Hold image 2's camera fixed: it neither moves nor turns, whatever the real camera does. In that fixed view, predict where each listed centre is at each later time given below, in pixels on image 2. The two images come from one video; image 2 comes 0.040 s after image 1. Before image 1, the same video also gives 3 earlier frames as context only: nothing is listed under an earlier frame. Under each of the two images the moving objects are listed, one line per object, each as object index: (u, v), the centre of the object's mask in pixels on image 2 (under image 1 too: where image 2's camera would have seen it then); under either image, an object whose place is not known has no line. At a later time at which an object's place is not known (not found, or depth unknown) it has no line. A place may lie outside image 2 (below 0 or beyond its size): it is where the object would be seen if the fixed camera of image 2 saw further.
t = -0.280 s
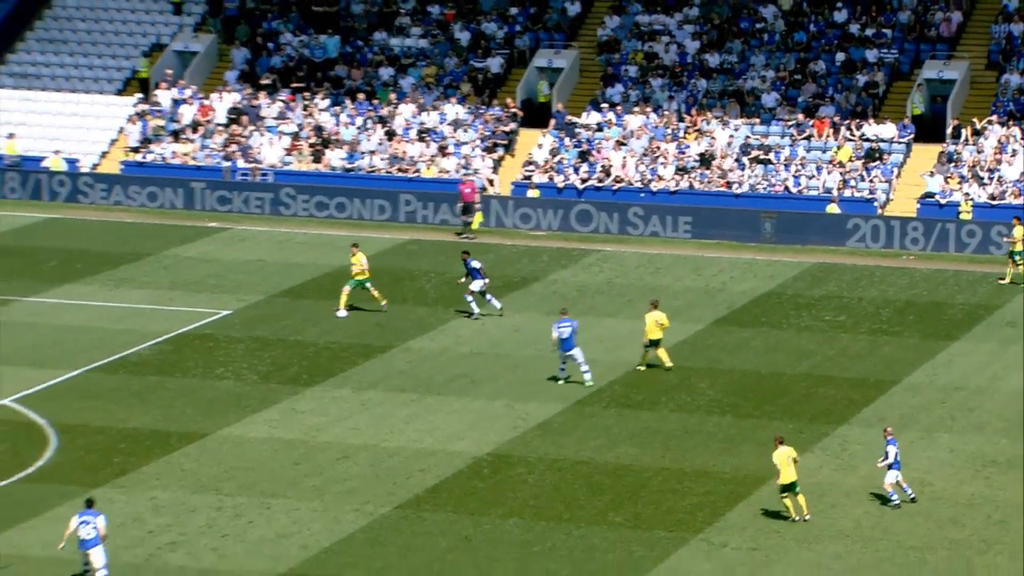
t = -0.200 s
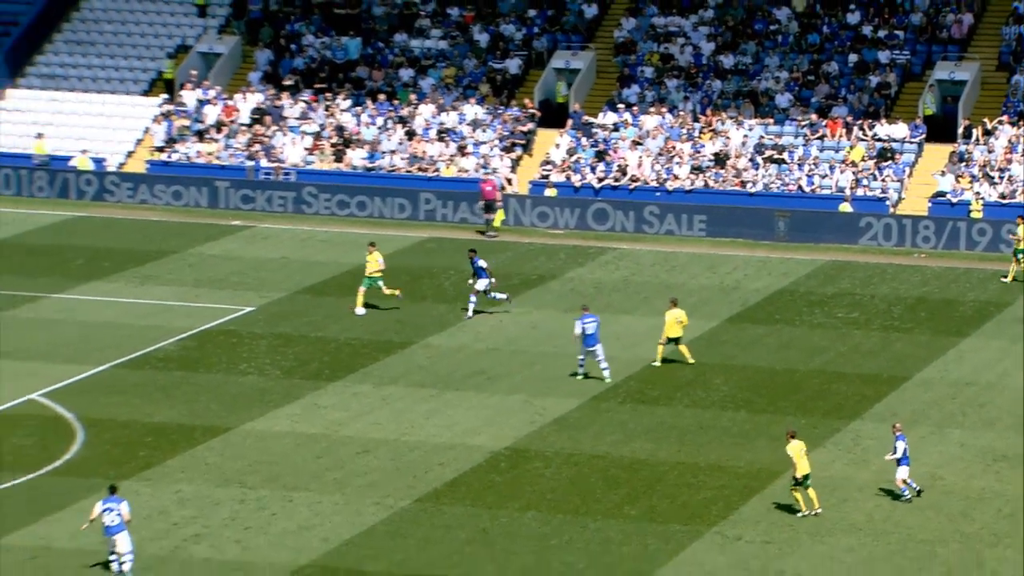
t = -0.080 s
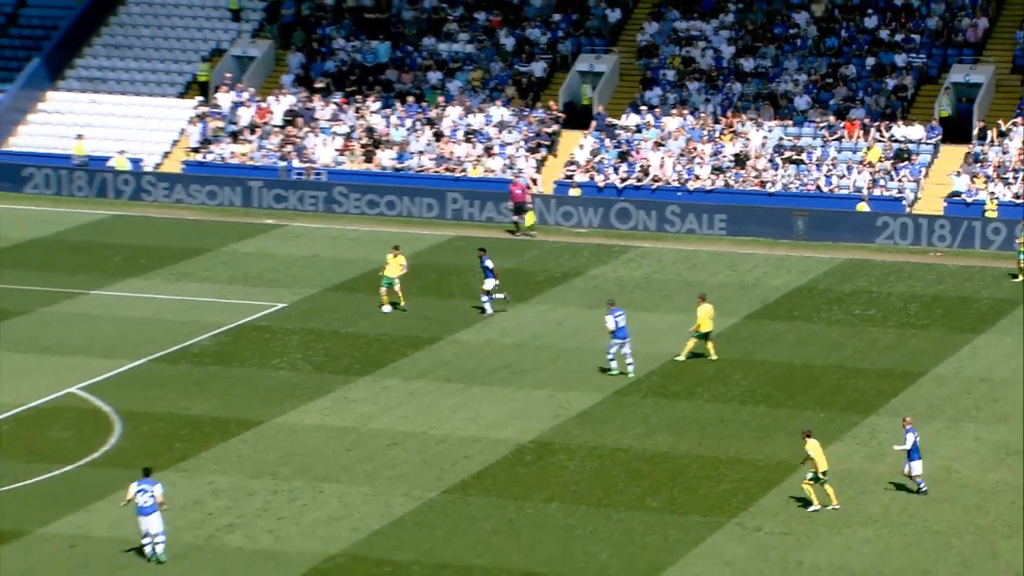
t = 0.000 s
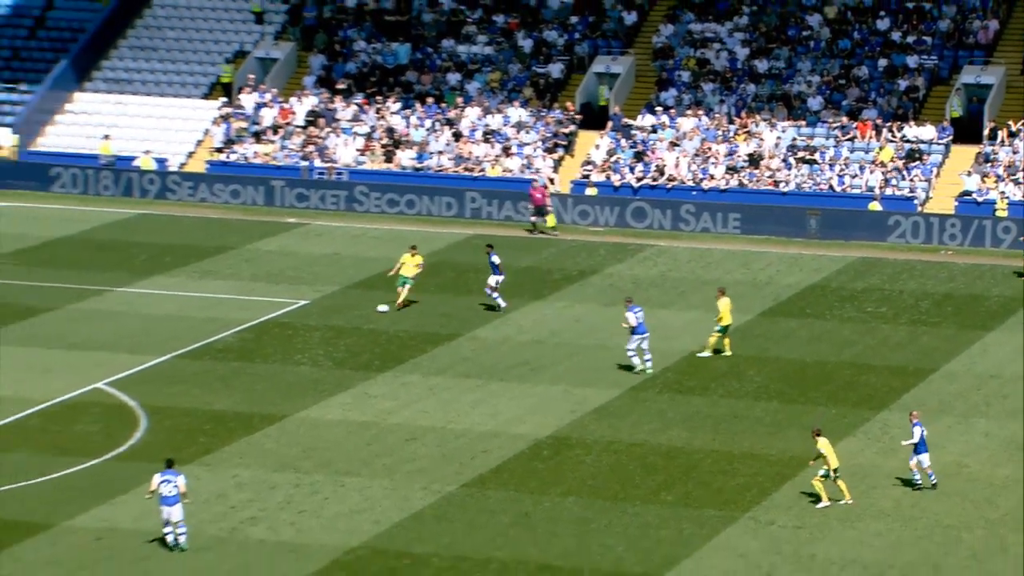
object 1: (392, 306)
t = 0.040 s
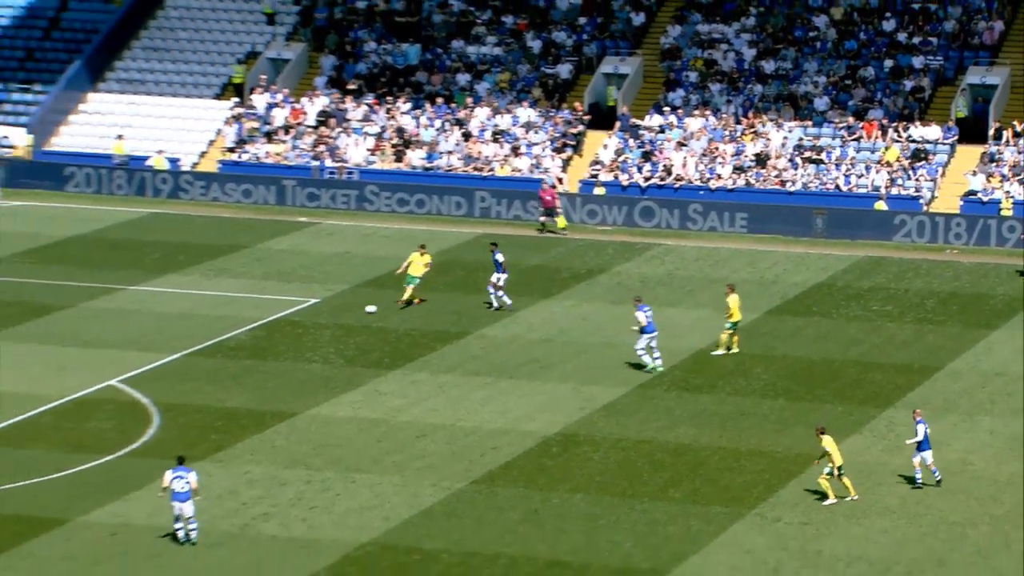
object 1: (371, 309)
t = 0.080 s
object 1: (349, 311)
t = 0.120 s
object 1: (328, 314)
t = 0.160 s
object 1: (307, 316)
